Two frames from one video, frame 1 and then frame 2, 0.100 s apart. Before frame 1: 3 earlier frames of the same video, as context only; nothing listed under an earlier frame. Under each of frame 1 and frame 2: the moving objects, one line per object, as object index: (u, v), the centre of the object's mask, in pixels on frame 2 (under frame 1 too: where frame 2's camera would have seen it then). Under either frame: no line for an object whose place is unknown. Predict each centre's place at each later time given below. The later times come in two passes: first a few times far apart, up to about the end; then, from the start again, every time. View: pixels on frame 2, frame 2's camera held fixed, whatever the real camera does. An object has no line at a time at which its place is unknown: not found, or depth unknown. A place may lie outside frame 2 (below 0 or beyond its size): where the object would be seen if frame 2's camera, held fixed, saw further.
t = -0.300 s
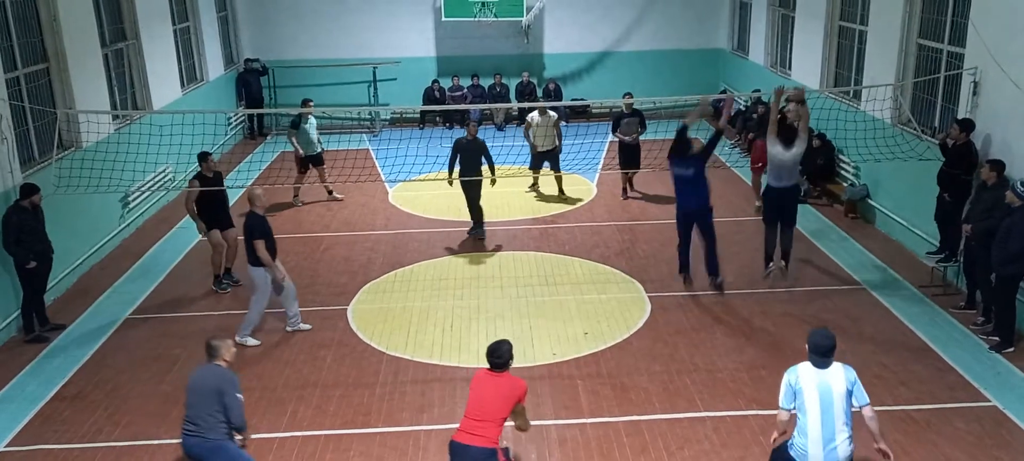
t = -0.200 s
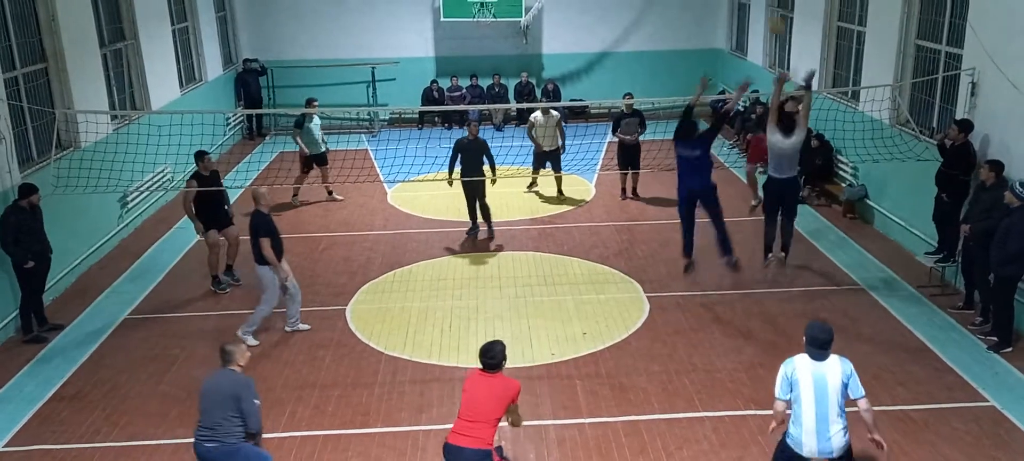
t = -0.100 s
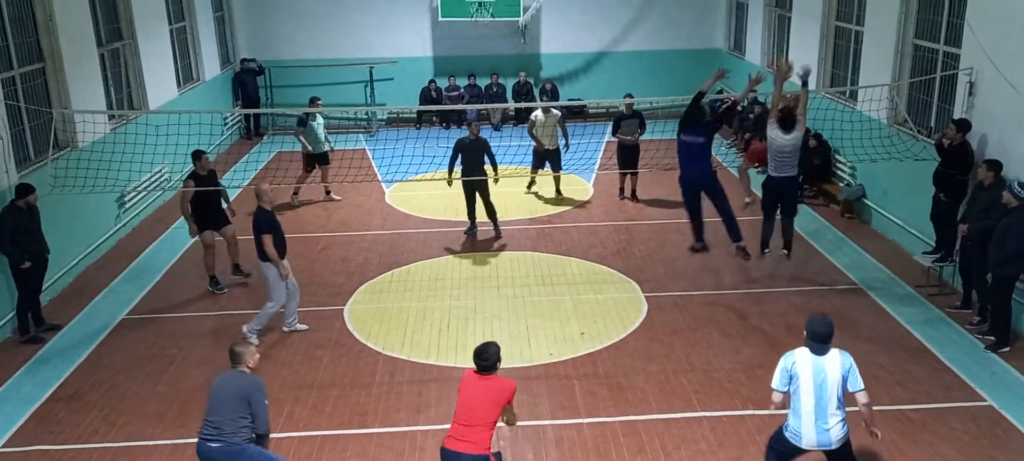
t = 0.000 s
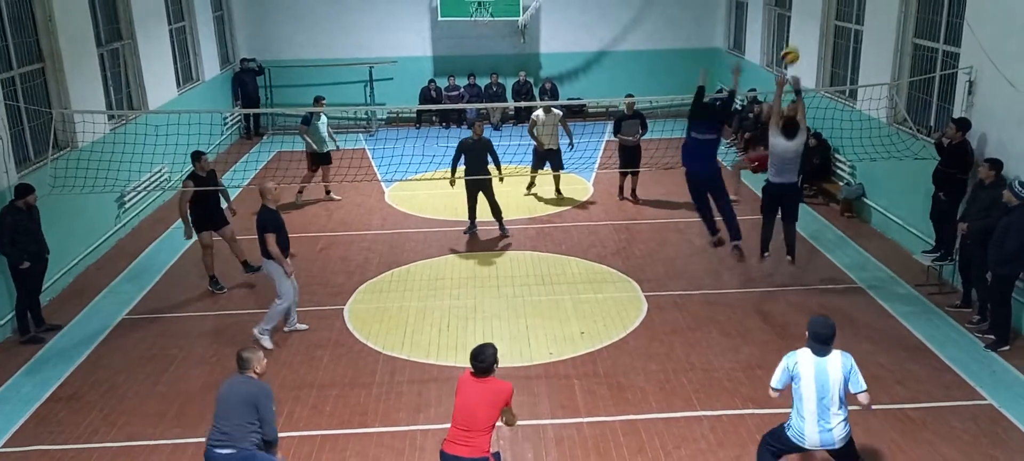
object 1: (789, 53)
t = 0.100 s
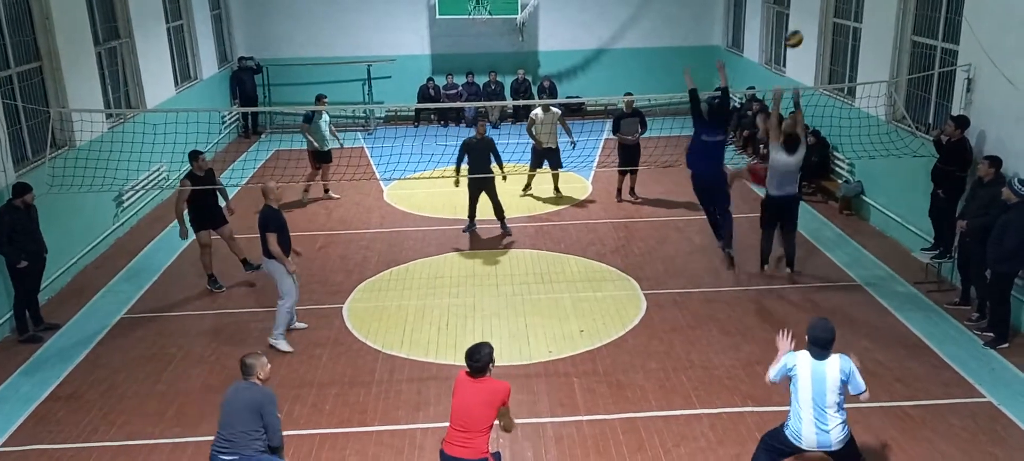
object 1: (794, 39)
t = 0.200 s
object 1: (798, 33)
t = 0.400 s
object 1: (805, 45)
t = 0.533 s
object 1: (808, 73)
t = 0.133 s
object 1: (796, 35)
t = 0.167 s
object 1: (797, 34)
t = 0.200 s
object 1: (798, 33)
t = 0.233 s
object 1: (799, 32)
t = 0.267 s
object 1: (801, 33)
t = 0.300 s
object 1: (802, 35)
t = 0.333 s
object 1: (803, 37)
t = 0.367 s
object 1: (805, 41)
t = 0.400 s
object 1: (805, 45)
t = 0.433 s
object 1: (806, 51)
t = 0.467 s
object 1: (807, 57)
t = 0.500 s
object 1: (808, 65)
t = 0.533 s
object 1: (808, 73)
